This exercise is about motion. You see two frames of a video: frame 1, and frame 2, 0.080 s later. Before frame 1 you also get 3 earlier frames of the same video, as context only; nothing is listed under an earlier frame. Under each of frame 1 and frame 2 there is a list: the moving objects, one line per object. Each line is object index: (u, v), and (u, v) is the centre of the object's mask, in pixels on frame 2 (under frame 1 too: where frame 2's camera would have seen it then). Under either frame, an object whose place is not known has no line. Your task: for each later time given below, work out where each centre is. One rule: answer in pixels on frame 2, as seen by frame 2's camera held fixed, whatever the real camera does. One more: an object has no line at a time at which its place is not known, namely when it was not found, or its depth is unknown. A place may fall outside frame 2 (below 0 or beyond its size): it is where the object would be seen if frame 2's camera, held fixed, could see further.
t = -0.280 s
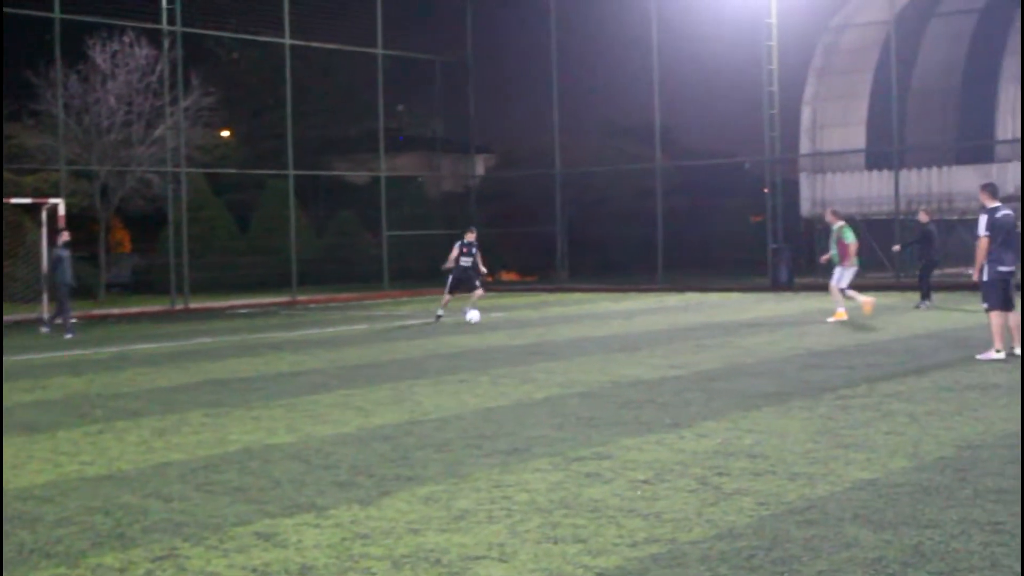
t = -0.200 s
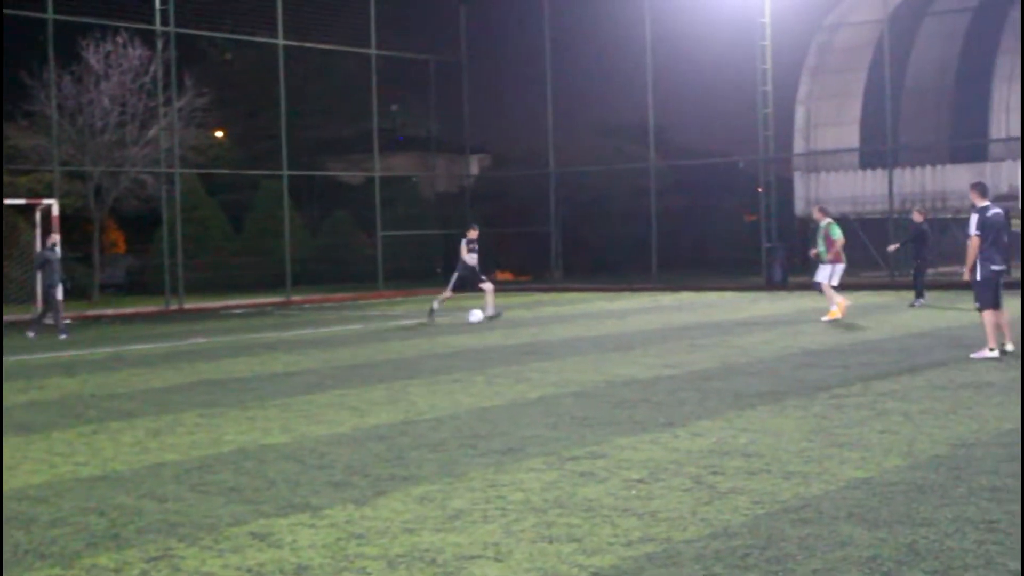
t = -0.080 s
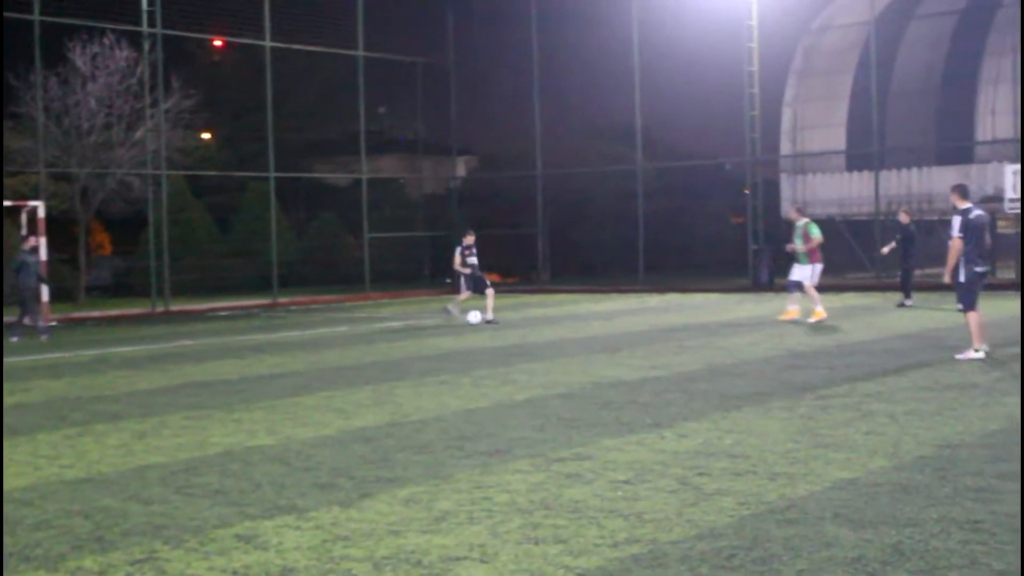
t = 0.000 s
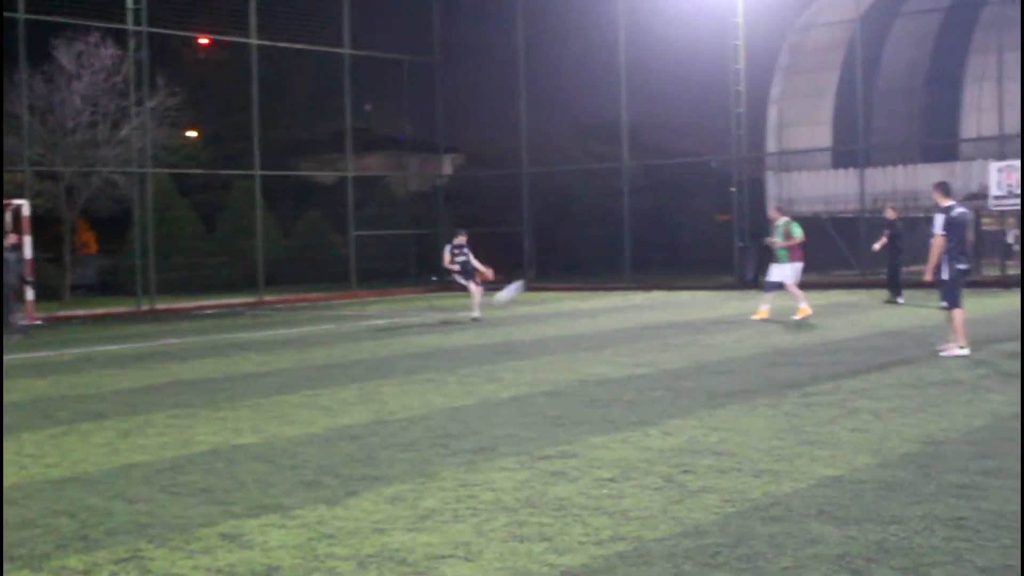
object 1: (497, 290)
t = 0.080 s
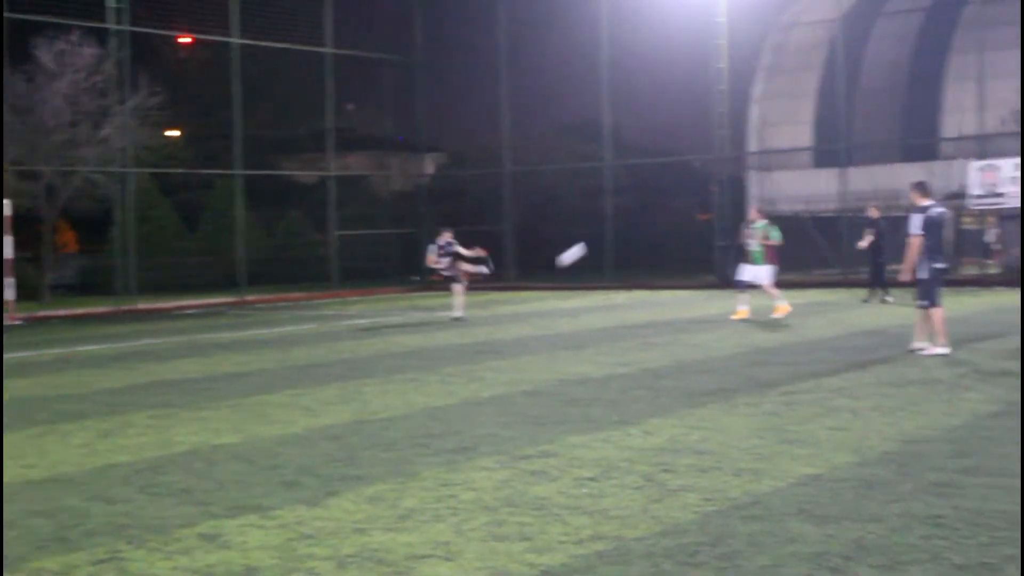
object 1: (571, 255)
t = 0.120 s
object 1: (610, 238)
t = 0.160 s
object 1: (648, 222)
